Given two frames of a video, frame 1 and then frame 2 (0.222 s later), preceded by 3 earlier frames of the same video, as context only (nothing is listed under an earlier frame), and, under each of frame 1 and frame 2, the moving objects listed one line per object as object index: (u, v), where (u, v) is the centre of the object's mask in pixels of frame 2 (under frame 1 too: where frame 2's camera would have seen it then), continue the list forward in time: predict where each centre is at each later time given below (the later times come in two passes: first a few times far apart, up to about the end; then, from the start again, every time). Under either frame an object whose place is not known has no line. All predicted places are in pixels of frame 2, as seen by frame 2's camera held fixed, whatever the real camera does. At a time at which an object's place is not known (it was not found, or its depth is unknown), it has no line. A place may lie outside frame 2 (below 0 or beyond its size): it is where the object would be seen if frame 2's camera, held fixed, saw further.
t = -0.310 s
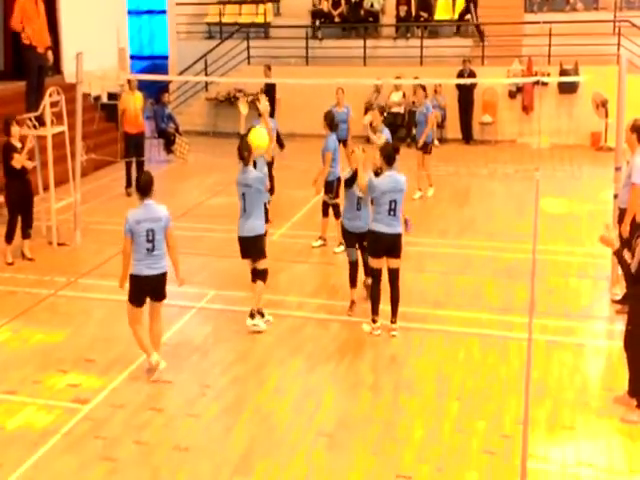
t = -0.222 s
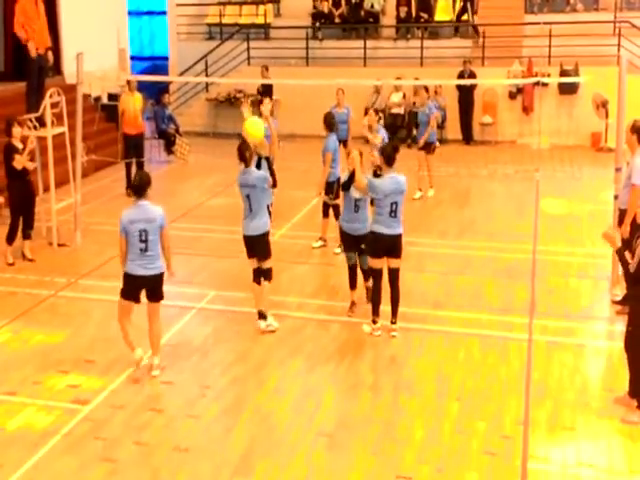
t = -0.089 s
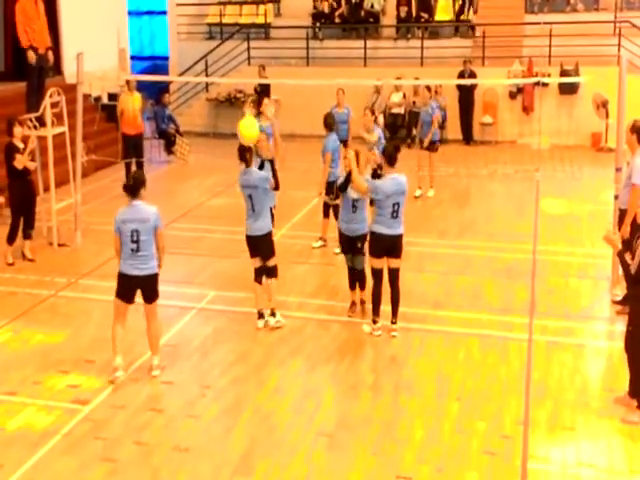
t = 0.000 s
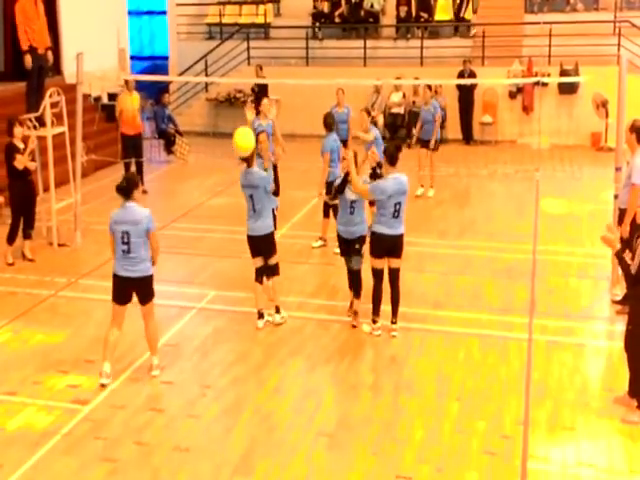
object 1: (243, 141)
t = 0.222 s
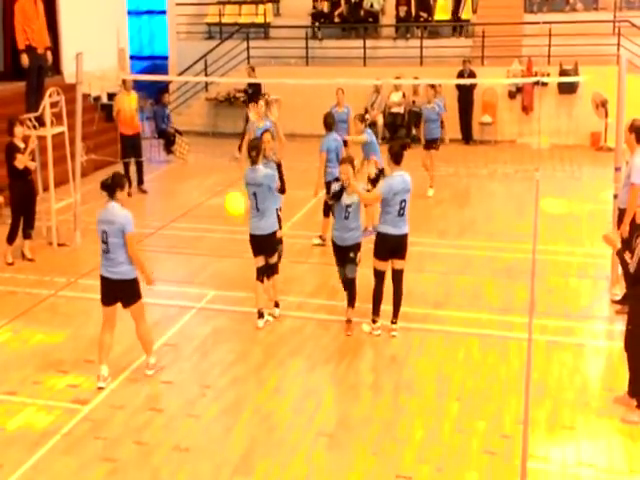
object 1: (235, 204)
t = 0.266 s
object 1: (233, 235)
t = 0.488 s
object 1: (225, 332)
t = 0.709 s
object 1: (215, 252)
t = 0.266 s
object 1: (233, 235)
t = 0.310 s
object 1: (231, 257)
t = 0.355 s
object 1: (230, 284)
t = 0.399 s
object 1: (228, 311)
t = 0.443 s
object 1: (227, 340)
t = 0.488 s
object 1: (225, 332)
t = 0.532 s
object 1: (223, 312)
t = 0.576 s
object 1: (220, 293)
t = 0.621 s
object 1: (218, 274)
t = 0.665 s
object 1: (217, 267)
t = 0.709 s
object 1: (215, 252)
